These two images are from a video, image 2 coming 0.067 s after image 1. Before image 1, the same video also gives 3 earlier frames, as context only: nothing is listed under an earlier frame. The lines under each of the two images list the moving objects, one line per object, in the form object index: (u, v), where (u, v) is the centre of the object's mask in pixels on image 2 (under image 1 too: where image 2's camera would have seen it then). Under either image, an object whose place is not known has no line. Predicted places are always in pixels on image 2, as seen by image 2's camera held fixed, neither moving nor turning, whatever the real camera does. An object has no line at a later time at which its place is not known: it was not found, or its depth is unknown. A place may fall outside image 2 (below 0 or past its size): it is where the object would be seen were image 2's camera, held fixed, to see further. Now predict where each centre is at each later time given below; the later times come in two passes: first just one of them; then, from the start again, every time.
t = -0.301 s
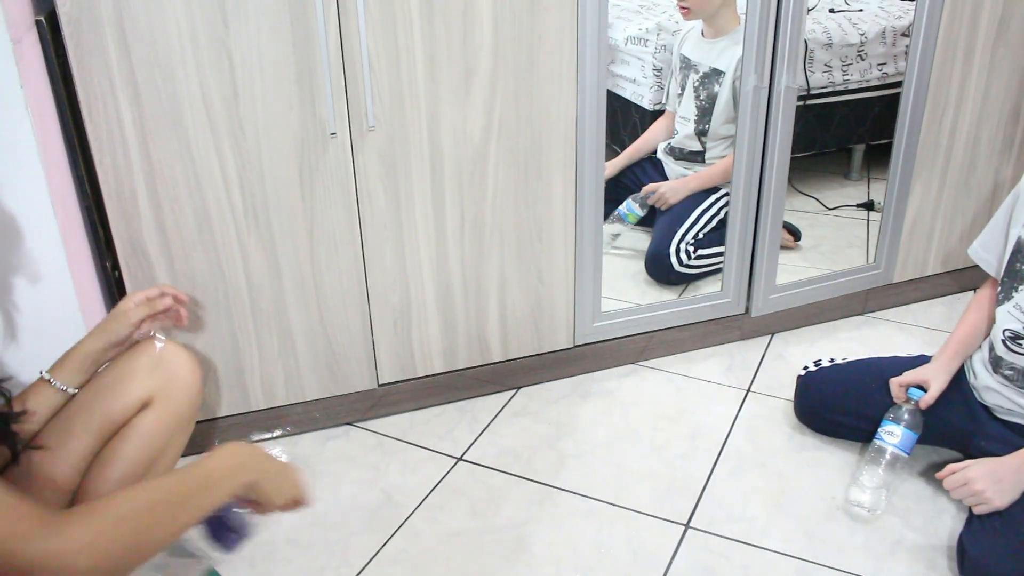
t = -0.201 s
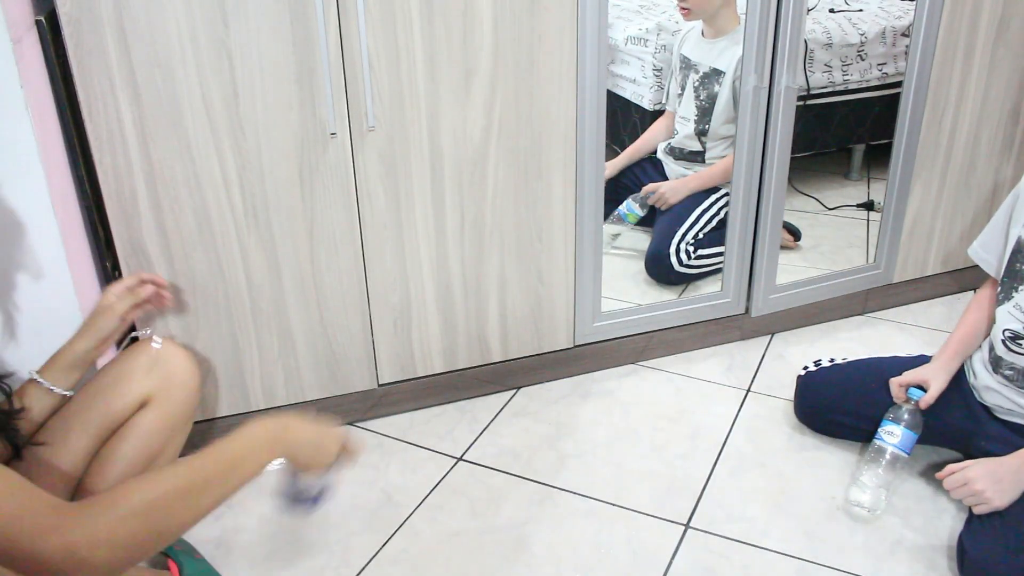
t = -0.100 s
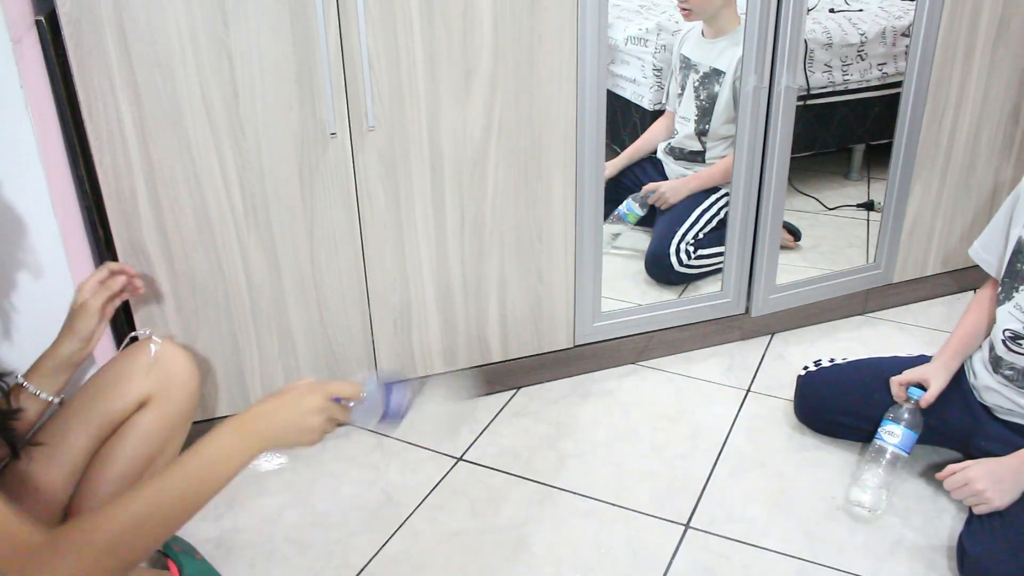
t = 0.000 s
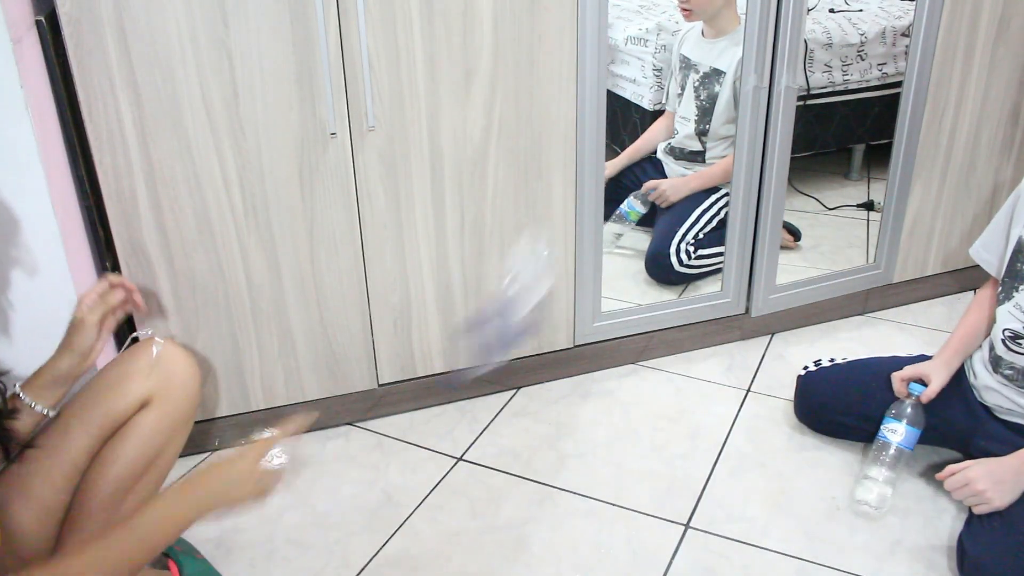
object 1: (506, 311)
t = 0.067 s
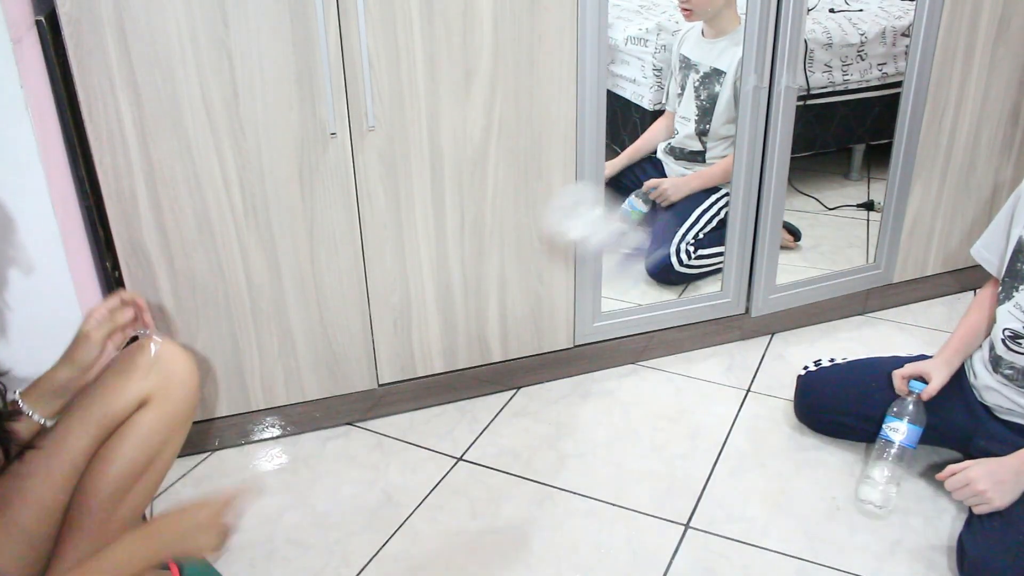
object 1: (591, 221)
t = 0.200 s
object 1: (739, 177)
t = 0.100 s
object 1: (633, 202)
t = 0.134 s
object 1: (684, 182)
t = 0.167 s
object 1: (716, 171)
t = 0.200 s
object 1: (739, 177)
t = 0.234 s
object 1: (763, 190)
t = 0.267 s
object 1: (781, 218)
